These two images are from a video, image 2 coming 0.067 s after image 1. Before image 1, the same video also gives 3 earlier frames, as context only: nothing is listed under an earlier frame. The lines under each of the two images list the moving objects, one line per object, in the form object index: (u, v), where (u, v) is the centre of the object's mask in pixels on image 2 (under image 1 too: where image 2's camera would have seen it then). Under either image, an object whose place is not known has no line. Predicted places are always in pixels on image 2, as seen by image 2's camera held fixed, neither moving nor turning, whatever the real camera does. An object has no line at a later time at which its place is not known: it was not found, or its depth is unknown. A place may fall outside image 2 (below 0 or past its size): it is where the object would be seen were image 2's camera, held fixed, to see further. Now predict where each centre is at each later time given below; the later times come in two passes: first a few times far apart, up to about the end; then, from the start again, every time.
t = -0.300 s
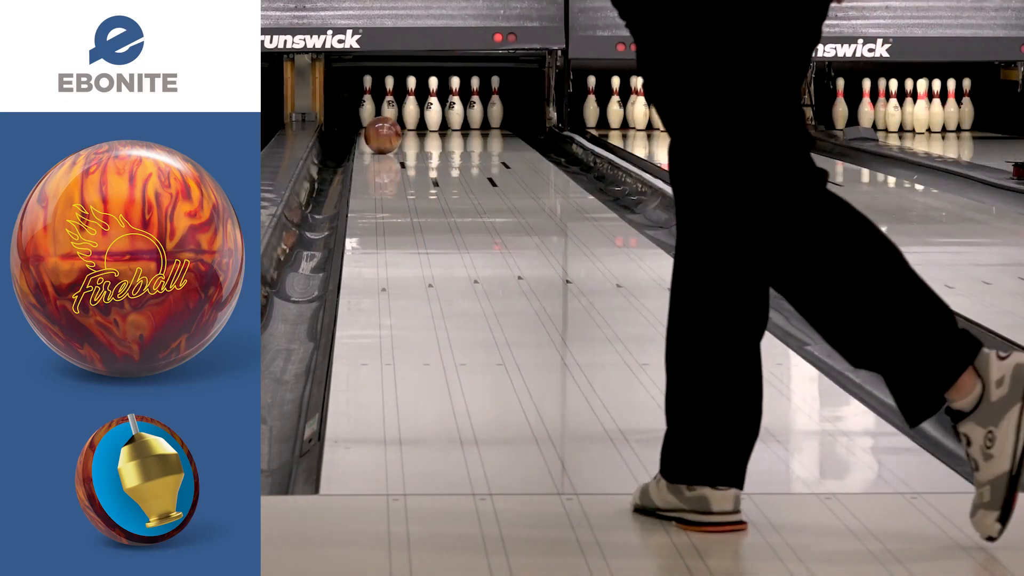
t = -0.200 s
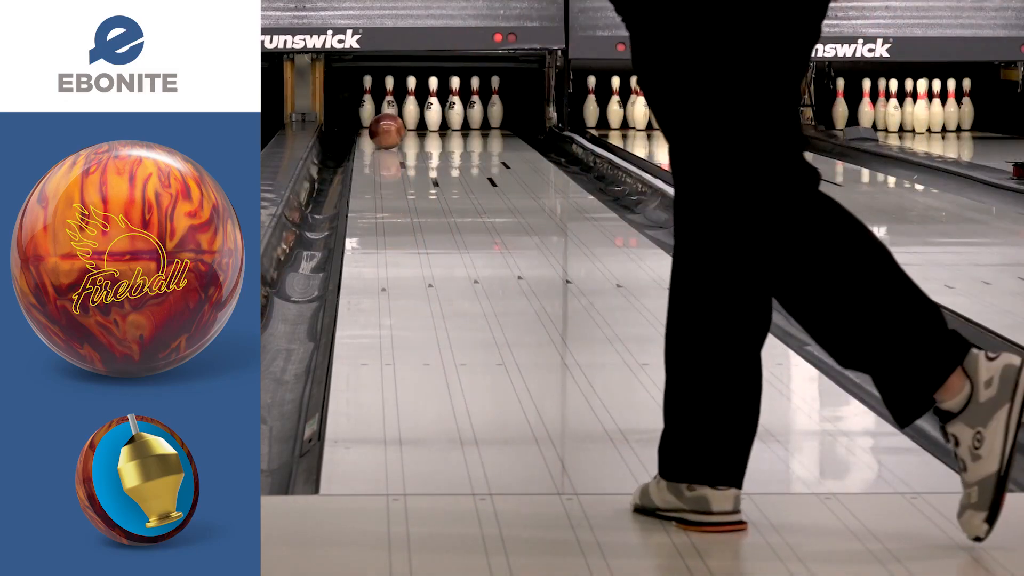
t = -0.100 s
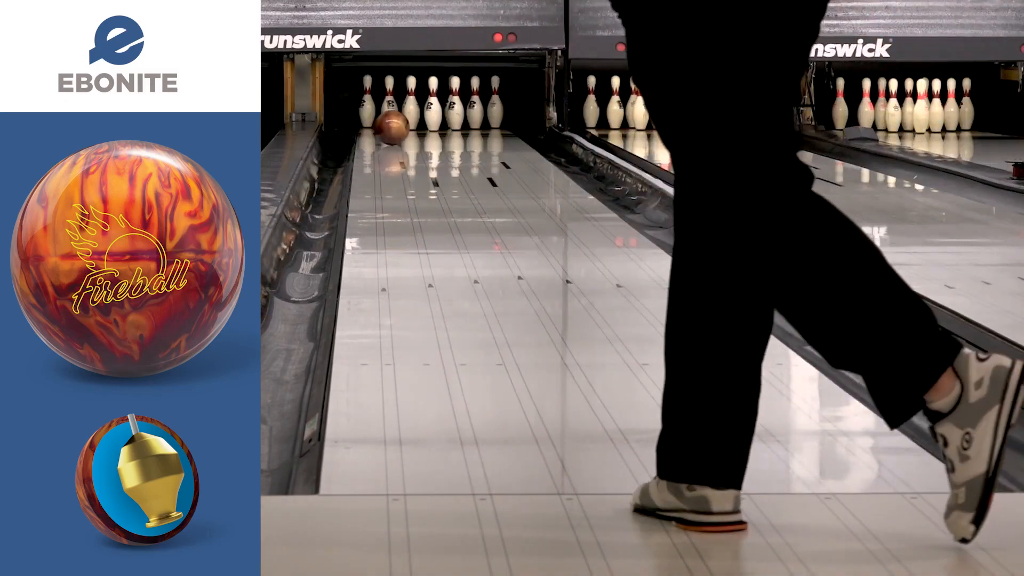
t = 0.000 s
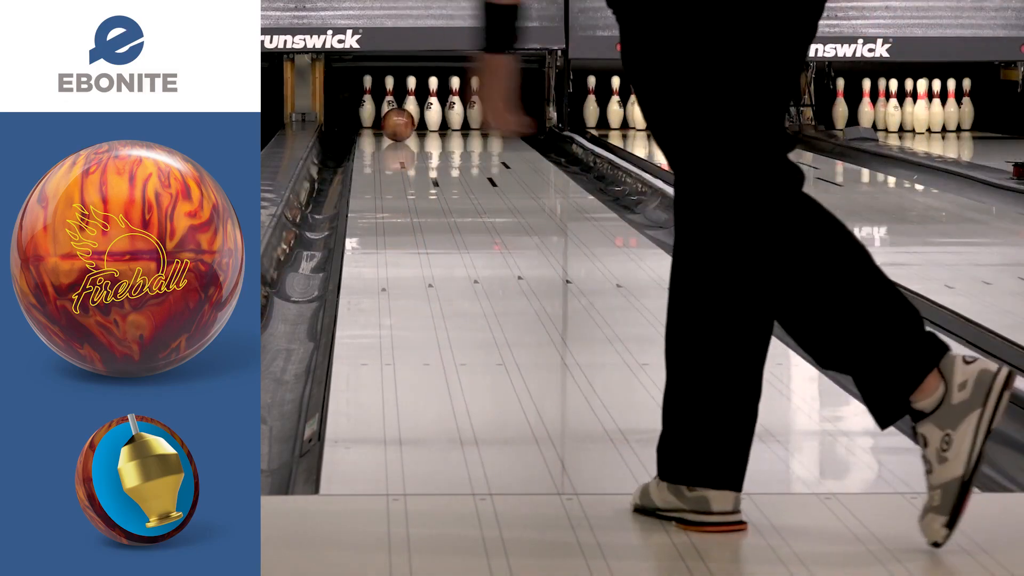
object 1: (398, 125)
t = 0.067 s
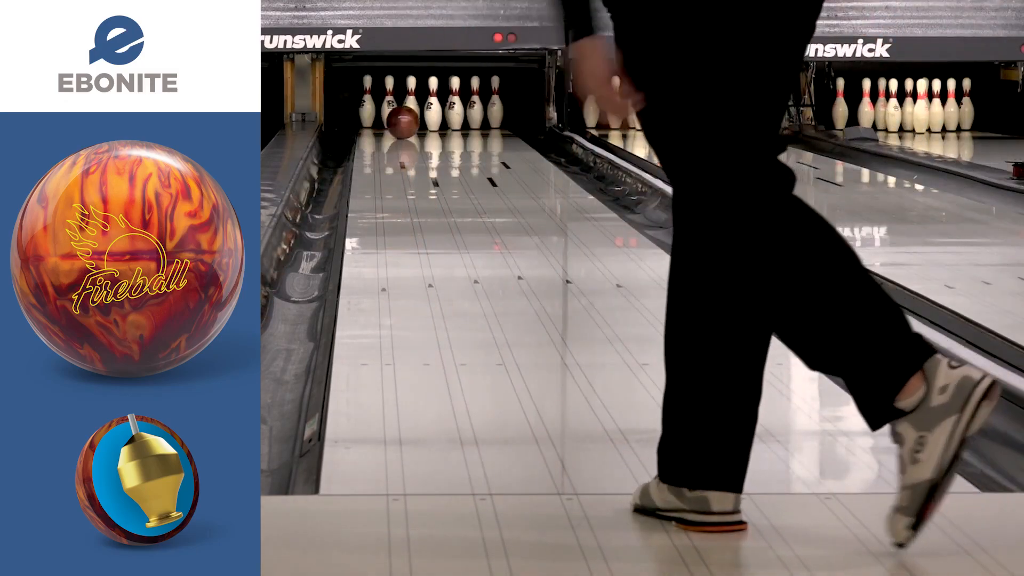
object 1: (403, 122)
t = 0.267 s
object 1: (420, 117)
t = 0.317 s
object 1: (422, 116)
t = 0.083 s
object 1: (404, 122)
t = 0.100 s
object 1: (405, 121)
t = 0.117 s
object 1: (407, 121)
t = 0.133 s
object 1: (408, 121)
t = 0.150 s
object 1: (409, 120)
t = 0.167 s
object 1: (411, 119)
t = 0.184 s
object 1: (412, 119)
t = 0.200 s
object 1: (413, 119)
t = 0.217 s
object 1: (415, 118)
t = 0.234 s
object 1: (416, 118)
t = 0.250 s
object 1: (418, 117)
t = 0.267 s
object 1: (420, 117)
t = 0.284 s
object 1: (421, 116)
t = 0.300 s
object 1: (422, 116)
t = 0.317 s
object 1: (422, 116)
